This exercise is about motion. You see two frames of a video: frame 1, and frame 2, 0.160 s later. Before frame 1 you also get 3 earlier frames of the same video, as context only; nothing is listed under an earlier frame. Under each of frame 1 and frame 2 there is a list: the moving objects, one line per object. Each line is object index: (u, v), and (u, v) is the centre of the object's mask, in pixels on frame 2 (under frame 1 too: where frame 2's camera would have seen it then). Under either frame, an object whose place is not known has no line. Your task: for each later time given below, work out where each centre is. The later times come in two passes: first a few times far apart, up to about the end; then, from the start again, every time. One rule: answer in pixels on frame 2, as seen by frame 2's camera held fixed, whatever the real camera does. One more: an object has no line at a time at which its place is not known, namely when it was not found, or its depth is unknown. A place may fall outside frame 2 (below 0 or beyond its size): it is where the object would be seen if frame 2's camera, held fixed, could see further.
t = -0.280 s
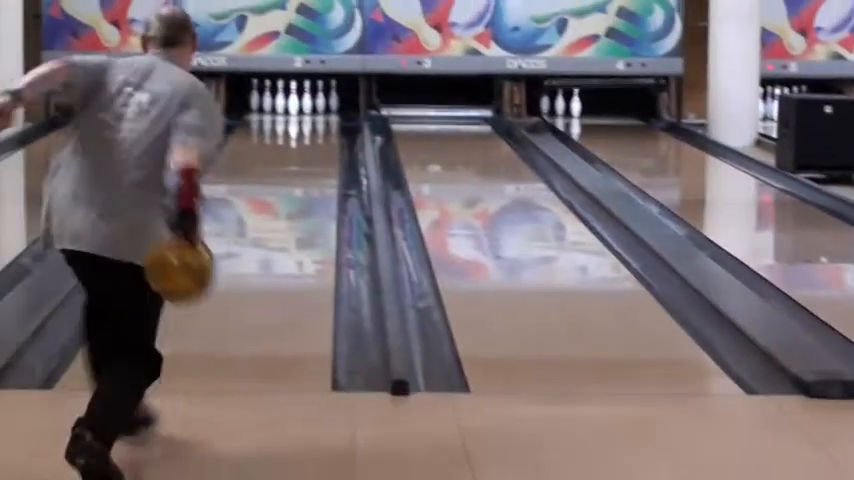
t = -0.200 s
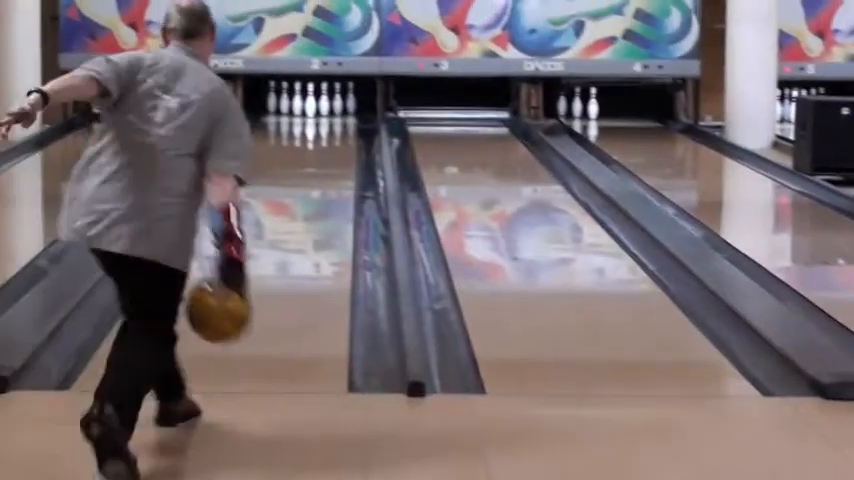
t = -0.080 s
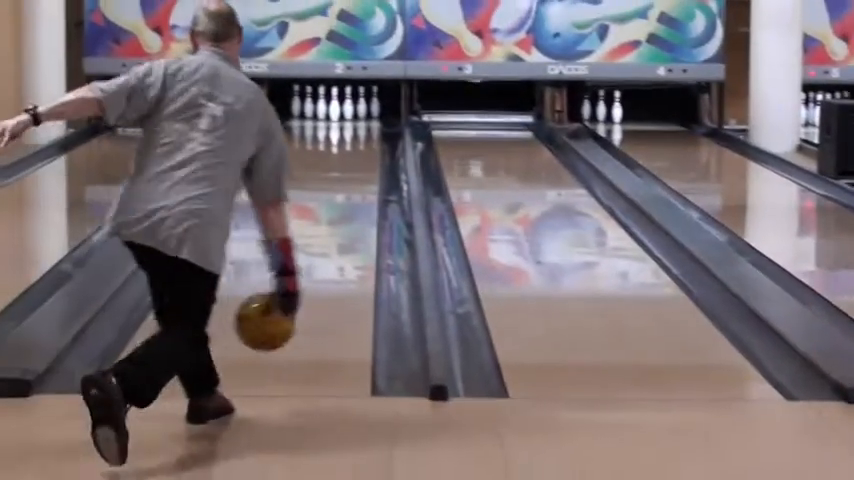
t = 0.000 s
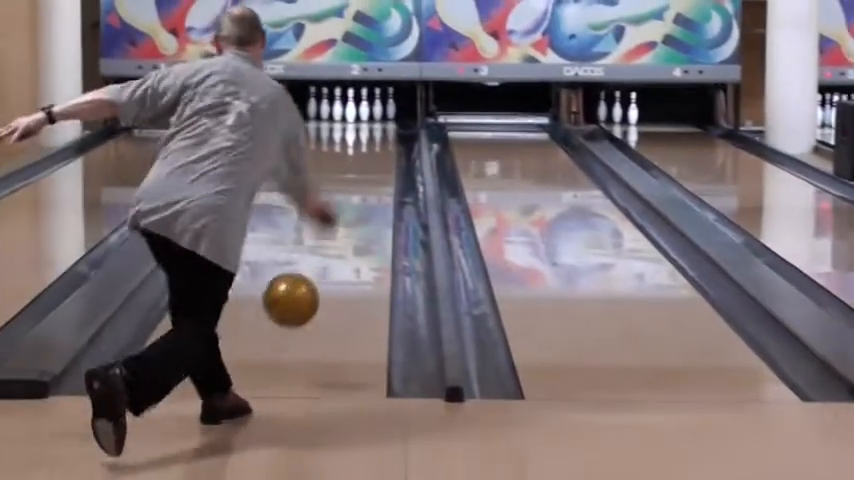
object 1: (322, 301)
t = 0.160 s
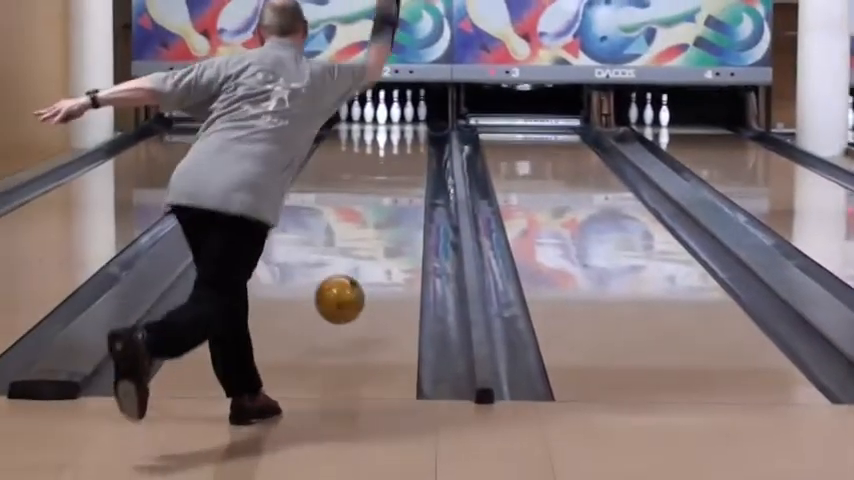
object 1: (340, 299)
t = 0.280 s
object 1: (350, 298)
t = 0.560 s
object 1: (370, 251)
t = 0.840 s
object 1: (382, 218)
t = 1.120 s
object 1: (390, 192)
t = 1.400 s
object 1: (396, 172)
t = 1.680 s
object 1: (399, 156)
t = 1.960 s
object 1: (400, 141)
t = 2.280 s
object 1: (397, 128)
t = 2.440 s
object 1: (395, 124)
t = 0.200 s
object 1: (343, 307)
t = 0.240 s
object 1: (347, 306)
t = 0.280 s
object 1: (350, 298)
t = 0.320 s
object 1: (354, 292)
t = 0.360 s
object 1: (357, 284)
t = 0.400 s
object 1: (360, 277)
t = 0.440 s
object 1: (363, 270)
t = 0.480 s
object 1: (365, 263)
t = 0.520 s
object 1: (368, 257)
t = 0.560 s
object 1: (370, 251)
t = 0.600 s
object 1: (372, 246)
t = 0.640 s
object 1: (374, 241)
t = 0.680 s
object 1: (376, 236)
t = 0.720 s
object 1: (377, 231)
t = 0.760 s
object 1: (379, 227)
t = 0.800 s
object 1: (381, 222)
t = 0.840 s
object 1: (382, 218)
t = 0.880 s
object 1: (384, 213)
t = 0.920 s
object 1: (385, 210)
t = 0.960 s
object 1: (387, 206)
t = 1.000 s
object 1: (387, 203)
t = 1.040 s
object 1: (389, 199)
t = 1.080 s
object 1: (389, 196)
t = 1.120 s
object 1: (390, 192)
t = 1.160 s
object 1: (392, 188)
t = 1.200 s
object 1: (392, 185)
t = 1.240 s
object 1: (393, 183)
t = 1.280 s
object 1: (394, 180)
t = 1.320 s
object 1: (395, 178)
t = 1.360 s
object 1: (395, 174)
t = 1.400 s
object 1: (396, 172)
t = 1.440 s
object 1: (396, 170)
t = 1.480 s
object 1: (397, 167)
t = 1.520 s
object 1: (397, 165)
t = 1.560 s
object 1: (397, 163)
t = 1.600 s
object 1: (398, 161)
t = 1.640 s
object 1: (398, 158)
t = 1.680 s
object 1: (399, 156)
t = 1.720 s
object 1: (400, 154)
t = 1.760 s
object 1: (400, 152)
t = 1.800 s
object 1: (400, 150)
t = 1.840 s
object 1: (401, 147)
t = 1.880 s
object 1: (401, 145)
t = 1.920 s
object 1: (401, 143)
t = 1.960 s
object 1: (400, 141)
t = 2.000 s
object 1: (400, 139)
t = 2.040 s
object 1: (399, 137)
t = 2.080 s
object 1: (399, 136)
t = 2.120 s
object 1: (398, 134)
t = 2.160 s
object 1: (398, 133)
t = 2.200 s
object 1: (399, 132)
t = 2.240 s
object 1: (398, 130)
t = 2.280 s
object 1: (397, 128)
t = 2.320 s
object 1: (396, 127)
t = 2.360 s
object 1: (396, 125)
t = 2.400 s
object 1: (395, 124)
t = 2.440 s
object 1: (395, 124)
